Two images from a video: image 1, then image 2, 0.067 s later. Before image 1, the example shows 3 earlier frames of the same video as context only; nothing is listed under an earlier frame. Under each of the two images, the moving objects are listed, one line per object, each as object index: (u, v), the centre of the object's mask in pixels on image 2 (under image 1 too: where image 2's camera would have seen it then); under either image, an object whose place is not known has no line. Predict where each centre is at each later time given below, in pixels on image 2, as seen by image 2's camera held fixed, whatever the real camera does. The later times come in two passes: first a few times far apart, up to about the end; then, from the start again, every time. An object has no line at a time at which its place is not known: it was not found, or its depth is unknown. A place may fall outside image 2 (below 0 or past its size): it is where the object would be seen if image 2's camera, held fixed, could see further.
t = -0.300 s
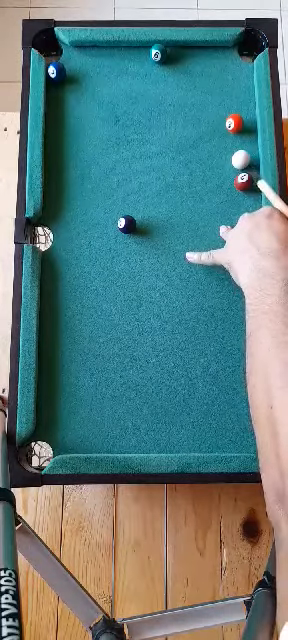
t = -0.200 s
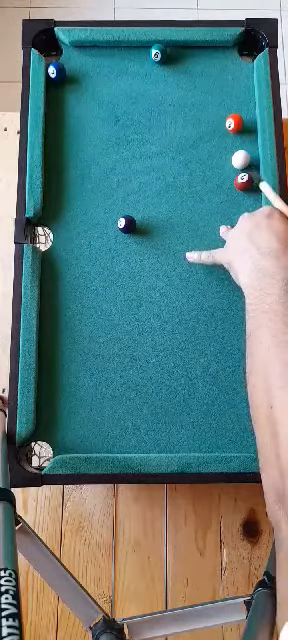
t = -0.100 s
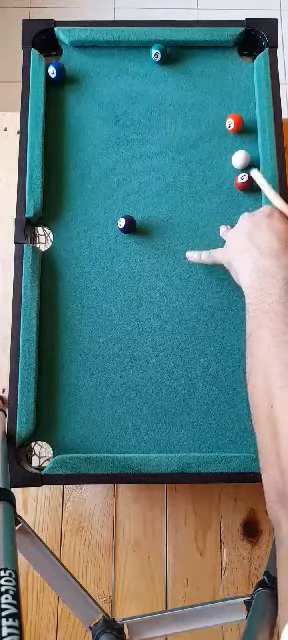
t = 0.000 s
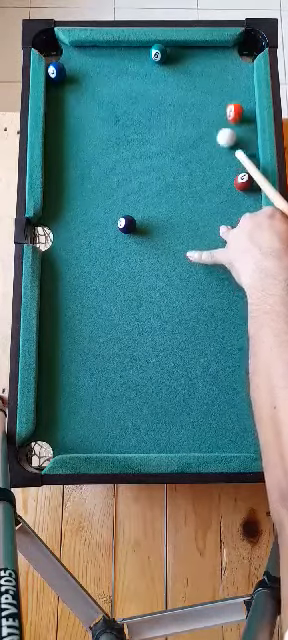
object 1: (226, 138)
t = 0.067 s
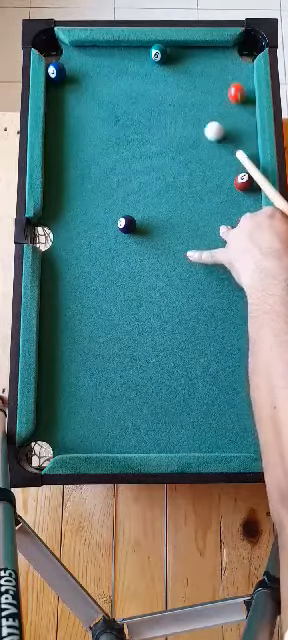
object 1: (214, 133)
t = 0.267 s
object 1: (185, 114)
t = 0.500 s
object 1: (160, 101)
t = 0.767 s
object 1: (149, 93)
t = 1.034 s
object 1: (148, 92)
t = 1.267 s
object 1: (149, 92)
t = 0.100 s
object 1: (208, 128)
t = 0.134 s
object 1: (203, 125)
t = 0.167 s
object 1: (198, 122)
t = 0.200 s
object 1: (193, 119)
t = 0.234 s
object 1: (189, 117)
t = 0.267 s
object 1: (185, 114)
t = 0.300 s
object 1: (180, 112)
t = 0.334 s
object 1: (176, 110)
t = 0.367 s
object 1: (173, 108)
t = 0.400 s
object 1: (169, 106)
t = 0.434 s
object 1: (166, 104)
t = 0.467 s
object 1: (164, 102)
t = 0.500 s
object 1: (160, 101)
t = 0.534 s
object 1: (159, 99)
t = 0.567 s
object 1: (157, 98)
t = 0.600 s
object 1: (154, 96)
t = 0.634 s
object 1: (153, 95)
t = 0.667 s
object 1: (152, 95)
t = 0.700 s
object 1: (150, 94)
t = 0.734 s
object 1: (149, 93)
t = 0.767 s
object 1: (149, 93)
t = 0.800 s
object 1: (149, 92)
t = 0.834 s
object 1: (149, 92)
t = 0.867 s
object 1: (149, 92)
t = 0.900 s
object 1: (149, 92)
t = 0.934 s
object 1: (149, 92)
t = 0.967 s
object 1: (149, 92)
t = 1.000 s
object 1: (149, 92)
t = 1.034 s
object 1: (148, 92)
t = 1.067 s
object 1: (148, 92)
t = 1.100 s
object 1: (149, 92)
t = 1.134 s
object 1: (148, 92)
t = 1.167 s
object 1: (148, 92)
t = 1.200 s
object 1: (148, 92)
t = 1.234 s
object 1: (148, 92)
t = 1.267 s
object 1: (149, 92)
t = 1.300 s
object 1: (148, 92)
